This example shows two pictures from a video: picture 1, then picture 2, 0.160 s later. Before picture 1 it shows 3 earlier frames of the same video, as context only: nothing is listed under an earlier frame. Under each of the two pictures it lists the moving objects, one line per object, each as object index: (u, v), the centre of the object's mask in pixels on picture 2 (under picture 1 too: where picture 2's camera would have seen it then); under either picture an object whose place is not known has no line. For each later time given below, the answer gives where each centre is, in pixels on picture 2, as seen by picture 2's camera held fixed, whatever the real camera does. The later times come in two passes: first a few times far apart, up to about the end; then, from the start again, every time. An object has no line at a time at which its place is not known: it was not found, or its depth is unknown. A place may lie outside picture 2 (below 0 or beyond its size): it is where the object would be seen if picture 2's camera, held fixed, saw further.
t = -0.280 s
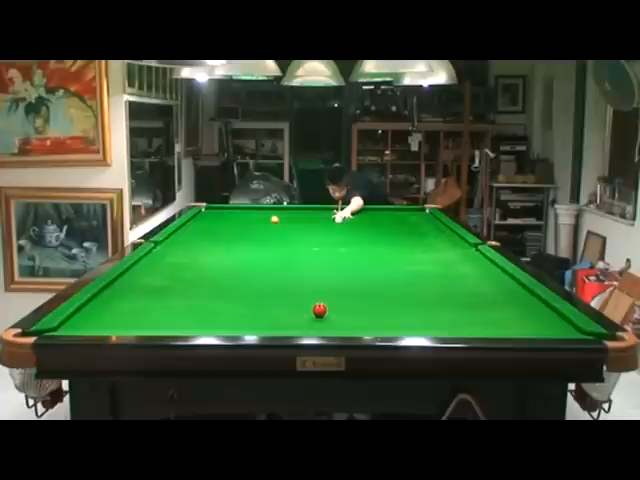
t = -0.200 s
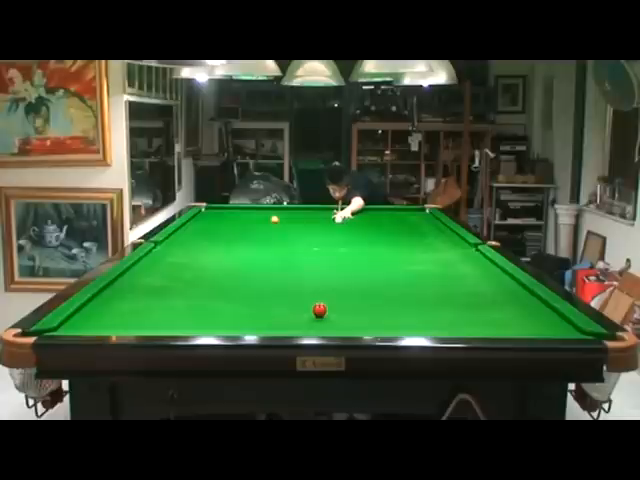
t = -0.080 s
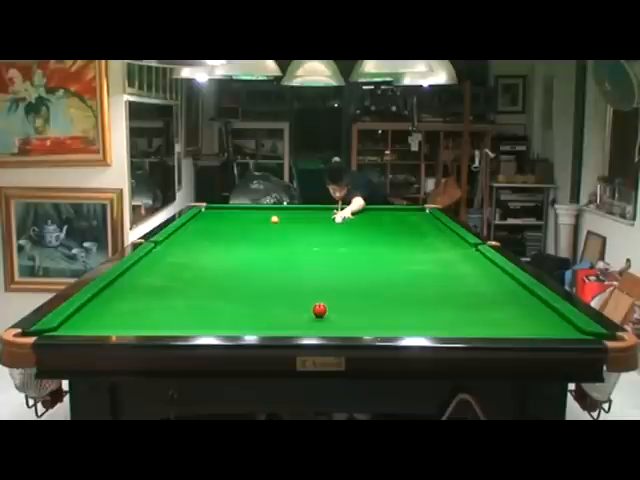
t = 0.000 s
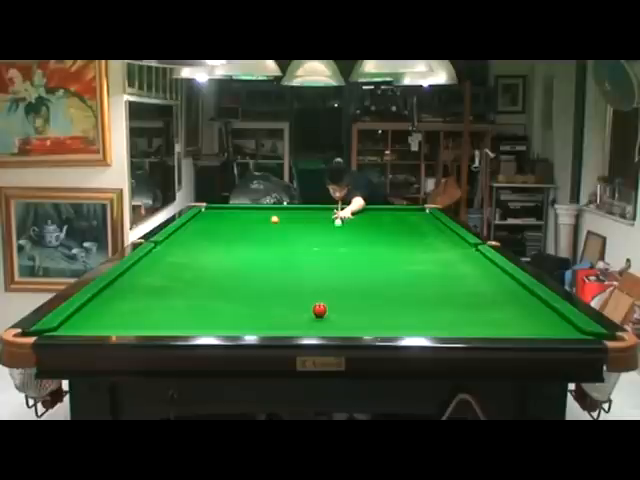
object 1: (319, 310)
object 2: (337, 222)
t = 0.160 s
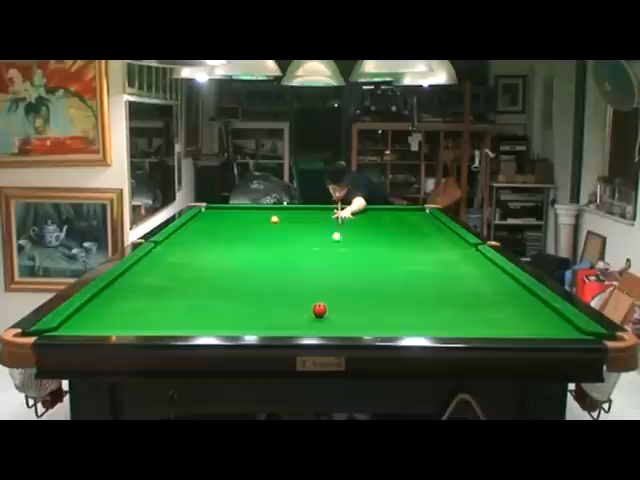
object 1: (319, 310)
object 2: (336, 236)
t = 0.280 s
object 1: (319, 310)
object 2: (335, 248)
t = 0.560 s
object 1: (319, 310)
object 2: (331, 286)
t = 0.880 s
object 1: (238, 326)
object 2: (410, 325)
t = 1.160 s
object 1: (186, 317)
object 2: (451, 297)
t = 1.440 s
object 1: (145, 304)
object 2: (481, 275)
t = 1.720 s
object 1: (109, 293)
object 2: (473, 260)
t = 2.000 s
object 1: (136, 284)
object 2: (436, 248)
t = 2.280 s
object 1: (169, 277)
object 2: (404, 238)
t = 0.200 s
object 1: (319, 310)
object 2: (336, 240)
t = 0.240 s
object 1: (319, 310)
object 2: (335, 244)
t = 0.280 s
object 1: (319, 310)
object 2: (335, 248)
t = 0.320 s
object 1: (319, 310)
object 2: (334, 252)
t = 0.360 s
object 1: (319, 310)
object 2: (334, 257)
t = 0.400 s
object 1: (319, 310)
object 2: (333, 262)
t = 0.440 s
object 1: (319, 310)
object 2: (333, 267)
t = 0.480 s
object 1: (319, 310)
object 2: (332, 273)
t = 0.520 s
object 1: (319, 310)
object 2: (331, 279)
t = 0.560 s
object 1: (319, 310)
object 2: (331, 286)
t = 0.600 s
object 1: (319, 310)
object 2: (330, 293)
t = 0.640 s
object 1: (319, 310)
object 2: (330, 300)
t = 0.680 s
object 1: (315, 310)
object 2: (334, 308)
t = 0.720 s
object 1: (299, 314)
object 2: (351, 312)
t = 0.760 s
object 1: (283, 318)
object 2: (367, 317)
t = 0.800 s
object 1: (267, 322)
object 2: (383, 321)
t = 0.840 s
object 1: (252, 324)
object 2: (399, 326)
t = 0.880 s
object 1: (238, 326)
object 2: (410, 325)
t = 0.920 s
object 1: (226, 327)
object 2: (417, 322)
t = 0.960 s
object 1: (219, 325)
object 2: (423, 318)
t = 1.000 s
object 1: (212, 324)
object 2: (429, 313)
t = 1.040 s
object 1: (205, 322)
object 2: (435, 309)
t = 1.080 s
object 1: (199, 321)
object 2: (441, 305)
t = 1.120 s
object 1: (192, 319)
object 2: (446, 301)
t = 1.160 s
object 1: (186, 317)
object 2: (451, 297)
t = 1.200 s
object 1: (179, 315)
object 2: (456, 294)
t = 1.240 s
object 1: (173, 313)
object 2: (461, 290)
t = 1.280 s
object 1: (167, 311)
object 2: (465, 287)
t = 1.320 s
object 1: (161, 309)
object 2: (470, 284)
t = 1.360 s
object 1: (155, 307)
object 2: (474, 281)
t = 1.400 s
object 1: (150, 305)
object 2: (477, 278)
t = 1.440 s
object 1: (145, 304)
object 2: (481, 275)
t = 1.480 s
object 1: (139, 302)
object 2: (485, 273)
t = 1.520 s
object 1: (134, 300)
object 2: (488, 270)
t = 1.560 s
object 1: (129, 299)
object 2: (492, 268)
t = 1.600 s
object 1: (124, 297)
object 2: (494, 265)
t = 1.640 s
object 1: (119, 296)
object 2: (486, 263)
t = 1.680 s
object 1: (114, 294)
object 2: (480, 261)
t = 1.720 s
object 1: (109, 293)
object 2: (473, 260)
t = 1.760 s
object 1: (105, 291)
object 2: (468, 258)
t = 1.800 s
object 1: (108, 290)
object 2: (462, 256)
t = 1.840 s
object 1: (114, 289)
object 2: (456, 254)
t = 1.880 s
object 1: (120, 288)
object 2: (451, 253)
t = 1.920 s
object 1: (125, 286)
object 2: (445, 251)
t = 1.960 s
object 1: (130, 286)
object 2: (441, 250)
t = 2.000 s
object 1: (136, 284)
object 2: (436, 248)
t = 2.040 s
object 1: (141, 283)
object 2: (431, 247)
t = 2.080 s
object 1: (146, 282)
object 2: (426, 245)
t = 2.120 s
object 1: (151, 281)
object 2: (422, 244)
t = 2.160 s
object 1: (155, 280)
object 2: (417, 242)
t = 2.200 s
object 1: (160, 279)
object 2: (413, 241)
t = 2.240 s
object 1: (165, 278)
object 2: (408, 240)
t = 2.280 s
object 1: (169, 277)
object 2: (404, 238)
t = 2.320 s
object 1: (173, 276)
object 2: (400, 237)
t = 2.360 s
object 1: (178, 275)
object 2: (396, 236)
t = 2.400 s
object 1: (182, 274)
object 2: (393, 235)
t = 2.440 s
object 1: (186, 273)
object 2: (389, 234)
